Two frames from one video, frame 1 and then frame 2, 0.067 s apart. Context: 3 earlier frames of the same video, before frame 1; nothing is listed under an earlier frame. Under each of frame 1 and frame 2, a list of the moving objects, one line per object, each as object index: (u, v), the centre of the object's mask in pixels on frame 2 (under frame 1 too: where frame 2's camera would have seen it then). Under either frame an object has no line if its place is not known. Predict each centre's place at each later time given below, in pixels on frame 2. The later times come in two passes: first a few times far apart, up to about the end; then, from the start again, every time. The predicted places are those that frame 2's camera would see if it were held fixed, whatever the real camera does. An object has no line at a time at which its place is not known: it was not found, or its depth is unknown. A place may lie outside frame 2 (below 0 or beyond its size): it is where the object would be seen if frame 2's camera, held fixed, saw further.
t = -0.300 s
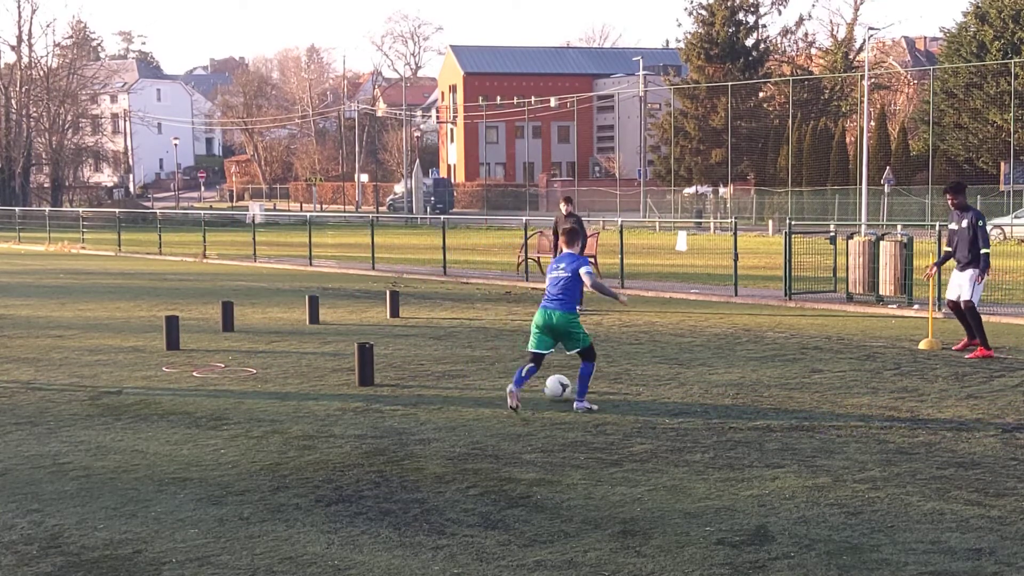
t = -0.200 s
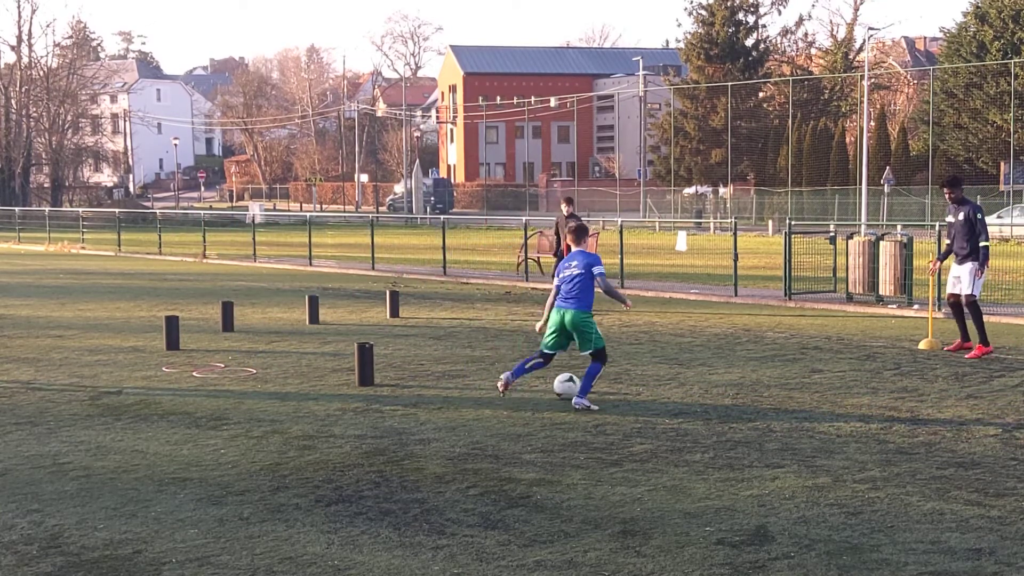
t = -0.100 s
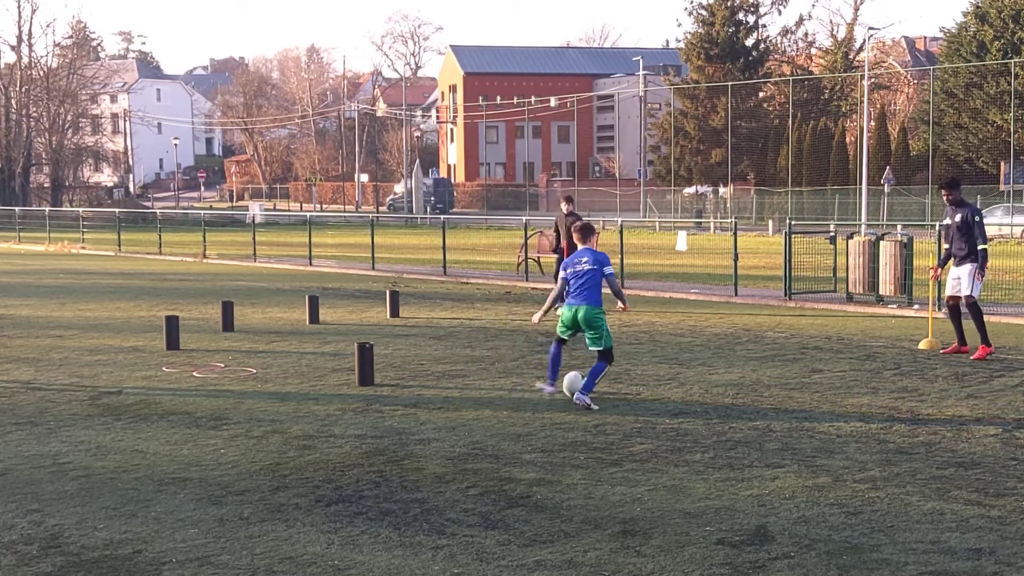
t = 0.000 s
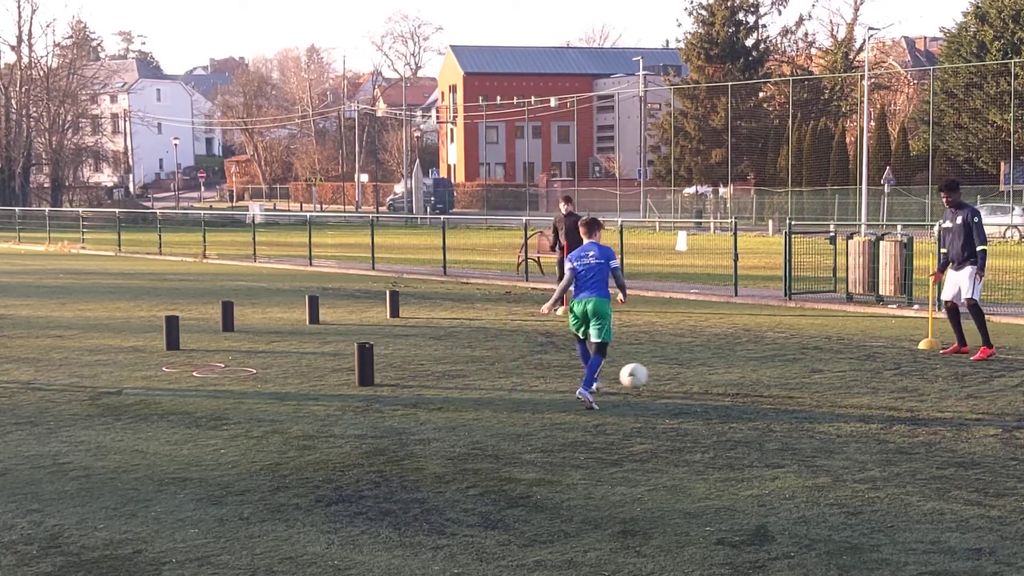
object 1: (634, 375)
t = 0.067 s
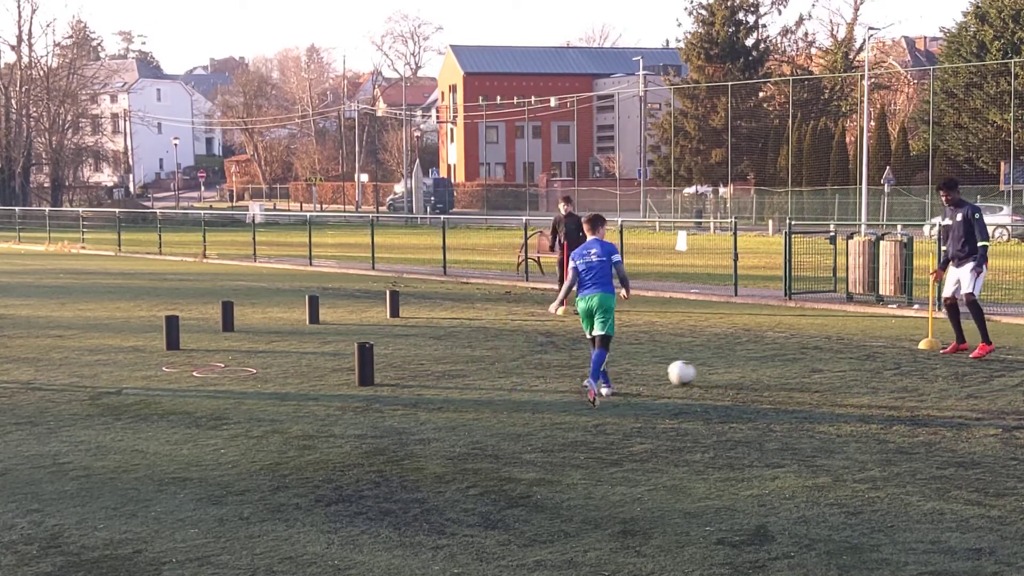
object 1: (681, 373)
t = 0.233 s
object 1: (781, 364)
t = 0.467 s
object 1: (885, 349)
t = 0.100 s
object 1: (702, 371)
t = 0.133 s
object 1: (723, 367)
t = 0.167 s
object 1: (743, 365)
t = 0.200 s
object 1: (762, 365)
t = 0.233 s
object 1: (781, 364)
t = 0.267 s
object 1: (798, 361)
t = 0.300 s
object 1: (813, 359)
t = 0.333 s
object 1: (830, 358)
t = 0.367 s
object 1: (845, 357)
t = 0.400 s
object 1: (858, 353)
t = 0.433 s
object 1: (871, 351)
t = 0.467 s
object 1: (885, 349)
